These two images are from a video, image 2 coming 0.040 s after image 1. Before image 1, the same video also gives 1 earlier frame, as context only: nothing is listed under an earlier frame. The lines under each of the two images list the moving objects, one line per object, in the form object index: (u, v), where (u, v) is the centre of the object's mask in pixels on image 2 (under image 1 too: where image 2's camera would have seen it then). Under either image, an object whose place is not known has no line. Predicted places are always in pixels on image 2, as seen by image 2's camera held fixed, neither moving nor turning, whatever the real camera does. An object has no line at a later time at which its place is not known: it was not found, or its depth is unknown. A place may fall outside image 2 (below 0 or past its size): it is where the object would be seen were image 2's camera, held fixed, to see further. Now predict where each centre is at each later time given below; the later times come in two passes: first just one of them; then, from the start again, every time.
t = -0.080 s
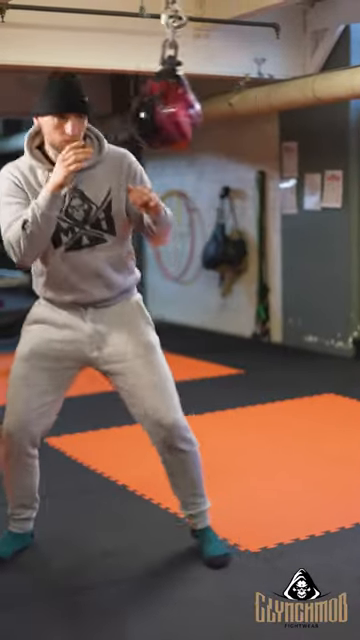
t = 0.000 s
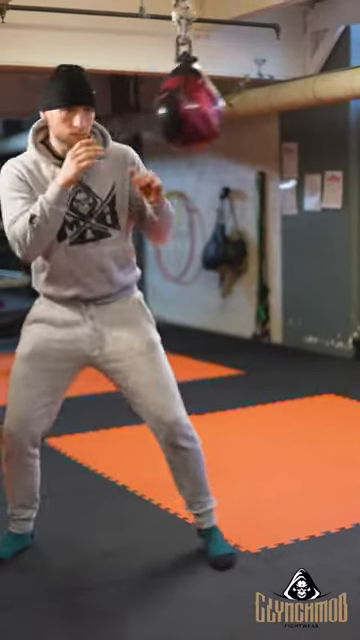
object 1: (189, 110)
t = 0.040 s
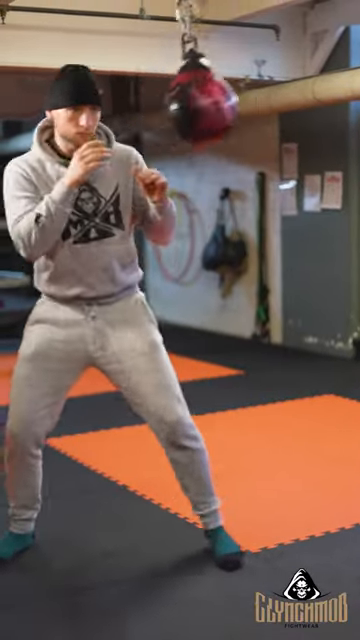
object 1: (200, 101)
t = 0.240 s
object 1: (245, 75)
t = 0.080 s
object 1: (212, 96)
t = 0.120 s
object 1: (222, 89)
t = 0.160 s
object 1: (230, 84)
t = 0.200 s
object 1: (238, 79)
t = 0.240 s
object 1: (245, 75)
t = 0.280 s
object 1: (249, 69)
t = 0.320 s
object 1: (252, 66)
